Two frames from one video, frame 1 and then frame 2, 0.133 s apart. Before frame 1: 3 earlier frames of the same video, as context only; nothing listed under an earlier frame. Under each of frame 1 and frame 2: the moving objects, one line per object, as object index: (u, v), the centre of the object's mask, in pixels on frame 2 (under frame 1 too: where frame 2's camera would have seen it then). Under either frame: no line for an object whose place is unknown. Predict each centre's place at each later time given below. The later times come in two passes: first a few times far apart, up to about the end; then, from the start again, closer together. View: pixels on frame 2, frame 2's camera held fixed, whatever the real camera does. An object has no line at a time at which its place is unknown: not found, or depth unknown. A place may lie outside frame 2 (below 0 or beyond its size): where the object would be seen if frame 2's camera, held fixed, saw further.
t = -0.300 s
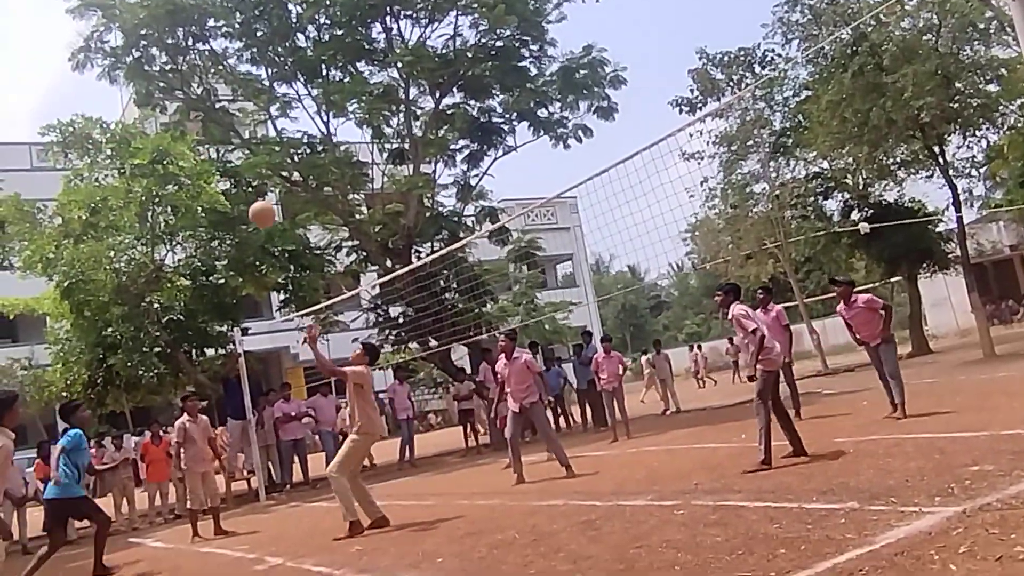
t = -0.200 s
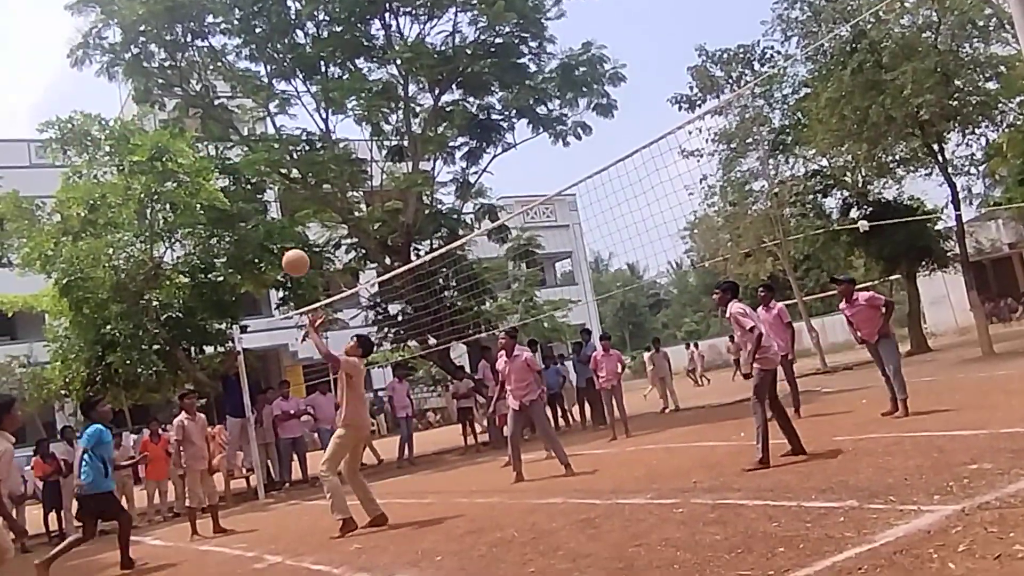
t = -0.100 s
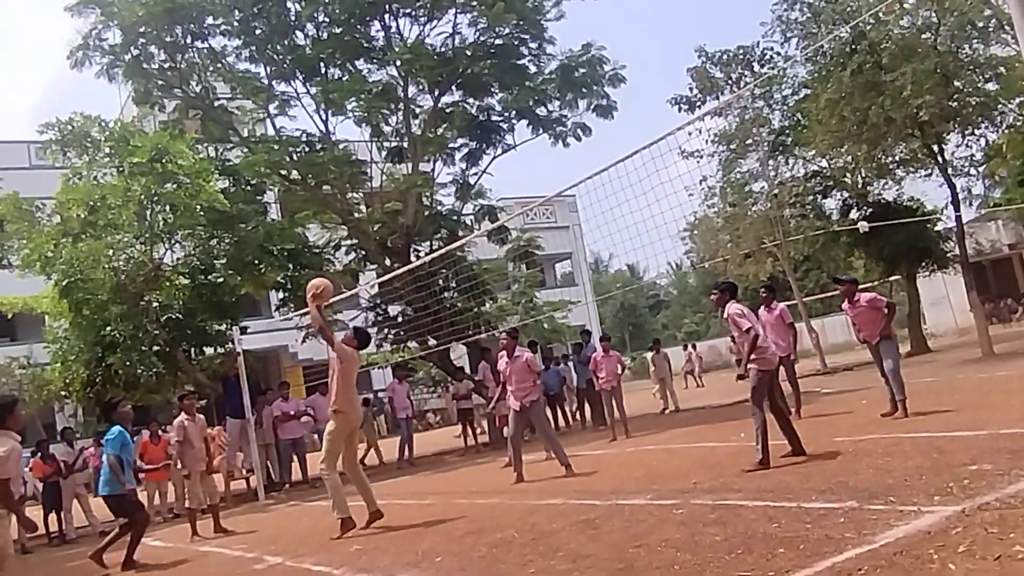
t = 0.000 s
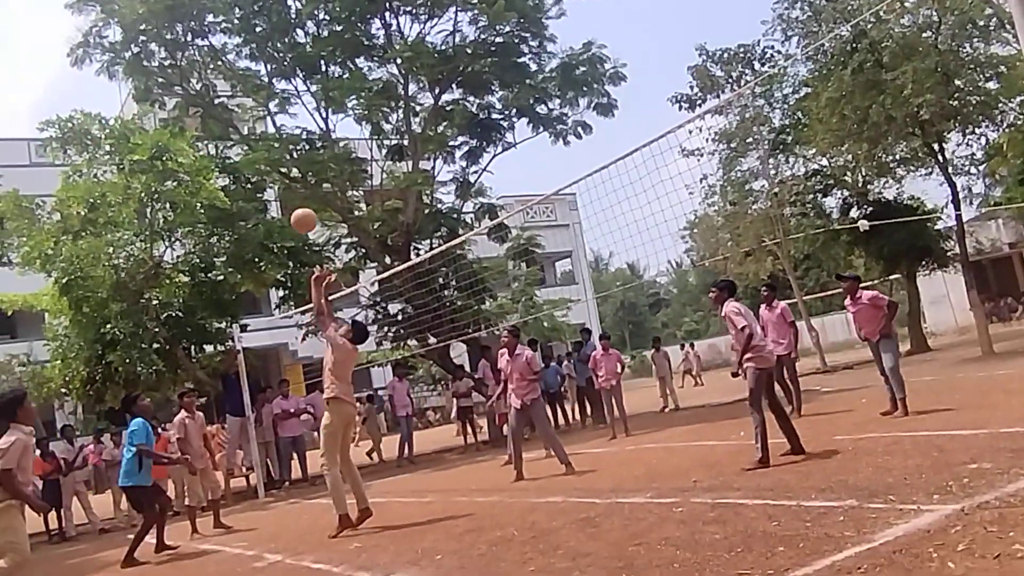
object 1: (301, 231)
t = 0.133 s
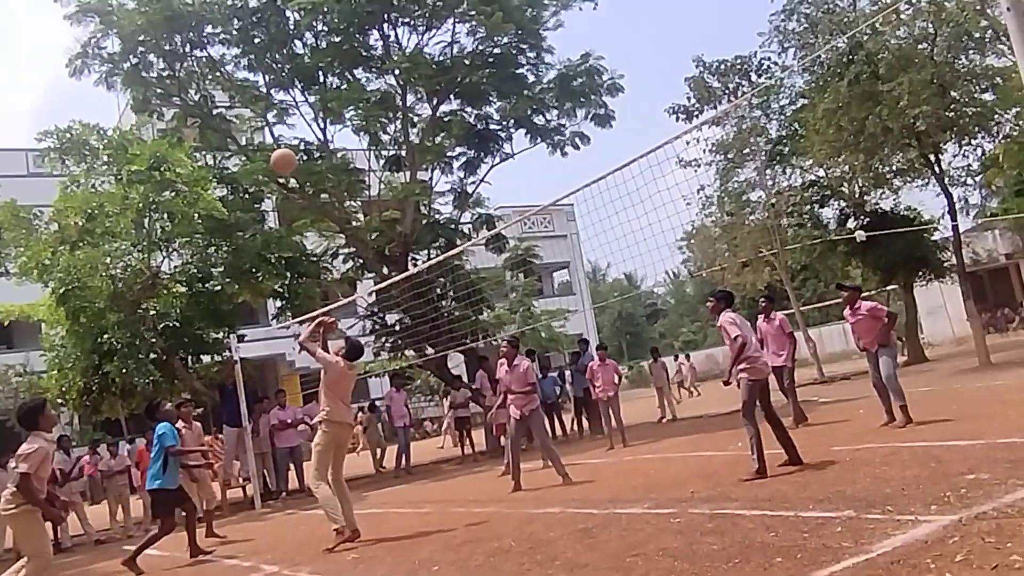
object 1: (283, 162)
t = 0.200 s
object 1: (276, 134)
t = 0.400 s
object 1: (258, 86)
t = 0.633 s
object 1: (245, 81)
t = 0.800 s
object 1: (242, 112)
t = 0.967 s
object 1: (243, 173)
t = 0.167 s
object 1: (279, 147)
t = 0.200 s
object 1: (276, 134)
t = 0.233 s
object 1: (272, 122)
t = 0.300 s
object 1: (266, 105)
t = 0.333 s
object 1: (263, 97)
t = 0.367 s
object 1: (260, 92)
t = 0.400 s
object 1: (258, 86)
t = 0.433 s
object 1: (256, 82)
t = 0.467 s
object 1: (254, 79)
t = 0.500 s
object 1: (252, 77)
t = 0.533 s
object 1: (250, 77)
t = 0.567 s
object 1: (248, 78)
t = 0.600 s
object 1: (246, 79)
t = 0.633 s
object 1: (245, 81)
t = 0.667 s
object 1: (244, 85)
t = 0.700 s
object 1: (243, 91)
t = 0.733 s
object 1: (243, 97)
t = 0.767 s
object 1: (243, 104)
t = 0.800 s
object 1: (242, 112)
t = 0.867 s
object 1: (242, 134)
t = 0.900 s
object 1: (242, 145)
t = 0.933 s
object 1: (243, 158)
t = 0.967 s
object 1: (243, 173)
